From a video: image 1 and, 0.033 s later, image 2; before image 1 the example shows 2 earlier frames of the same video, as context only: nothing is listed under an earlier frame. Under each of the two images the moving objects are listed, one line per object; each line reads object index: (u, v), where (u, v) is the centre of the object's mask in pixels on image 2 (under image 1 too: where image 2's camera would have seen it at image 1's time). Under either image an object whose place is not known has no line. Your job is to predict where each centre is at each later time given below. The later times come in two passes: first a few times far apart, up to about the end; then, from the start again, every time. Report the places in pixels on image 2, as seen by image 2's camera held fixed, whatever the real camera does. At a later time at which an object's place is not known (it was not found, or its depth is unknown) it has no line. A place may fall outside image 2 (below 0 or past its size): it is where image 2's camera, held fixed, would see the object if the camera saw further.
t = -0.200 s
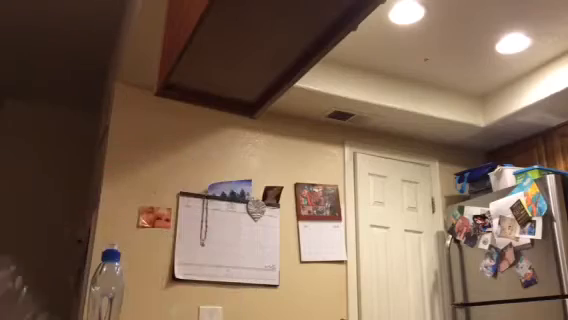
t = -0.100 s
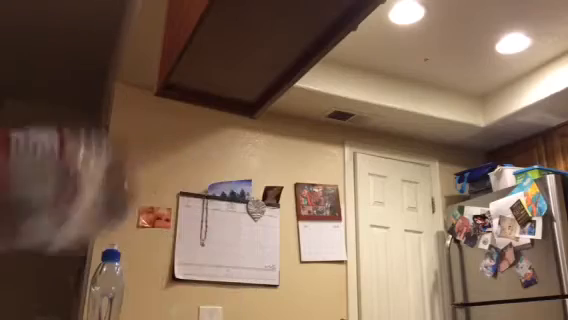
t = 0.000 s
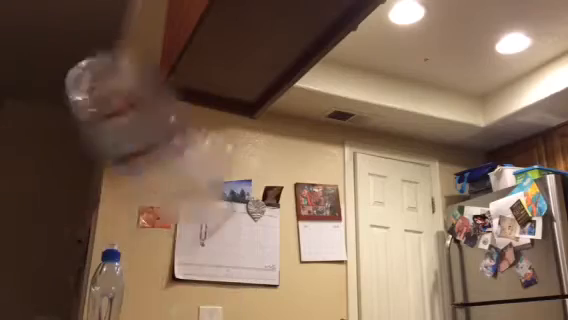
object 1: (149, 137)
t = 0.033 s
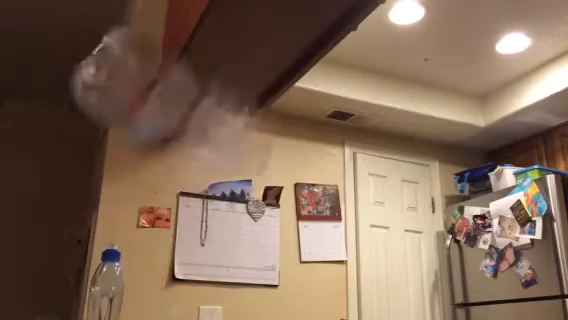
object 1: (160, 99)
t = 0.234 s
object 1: (205, 118)
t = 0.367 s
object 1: (217, 255)
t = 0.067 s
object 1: (180, 84)
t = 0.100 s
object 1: (183, 76)
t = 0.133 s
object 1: (187, 78)
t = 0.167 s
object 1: (192, 83)
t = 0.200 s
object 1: (201, 95)
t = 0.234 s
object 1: (205, 118)
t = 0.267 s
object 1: (210, 152)
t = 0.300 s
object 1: (214, 187)
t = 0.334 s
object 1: (218, 225)
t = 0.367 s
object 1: (217, 255)
